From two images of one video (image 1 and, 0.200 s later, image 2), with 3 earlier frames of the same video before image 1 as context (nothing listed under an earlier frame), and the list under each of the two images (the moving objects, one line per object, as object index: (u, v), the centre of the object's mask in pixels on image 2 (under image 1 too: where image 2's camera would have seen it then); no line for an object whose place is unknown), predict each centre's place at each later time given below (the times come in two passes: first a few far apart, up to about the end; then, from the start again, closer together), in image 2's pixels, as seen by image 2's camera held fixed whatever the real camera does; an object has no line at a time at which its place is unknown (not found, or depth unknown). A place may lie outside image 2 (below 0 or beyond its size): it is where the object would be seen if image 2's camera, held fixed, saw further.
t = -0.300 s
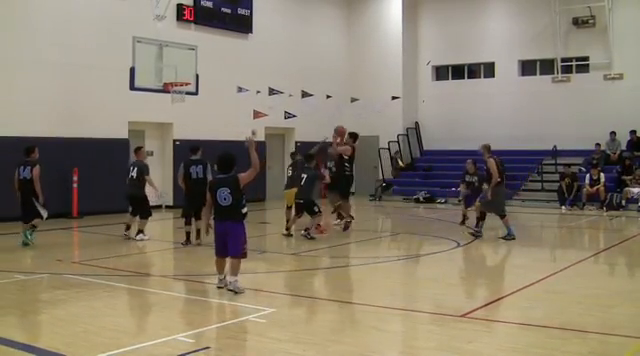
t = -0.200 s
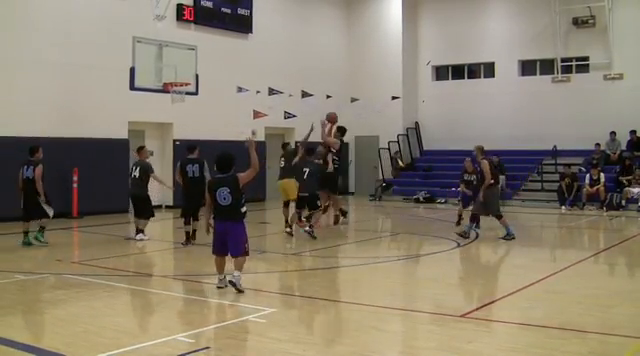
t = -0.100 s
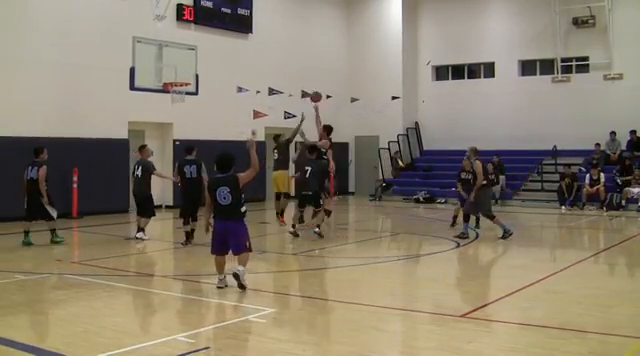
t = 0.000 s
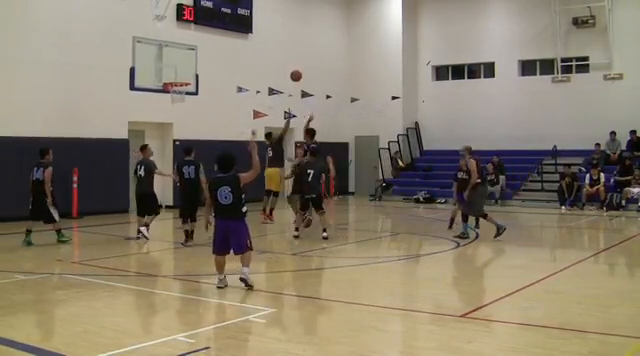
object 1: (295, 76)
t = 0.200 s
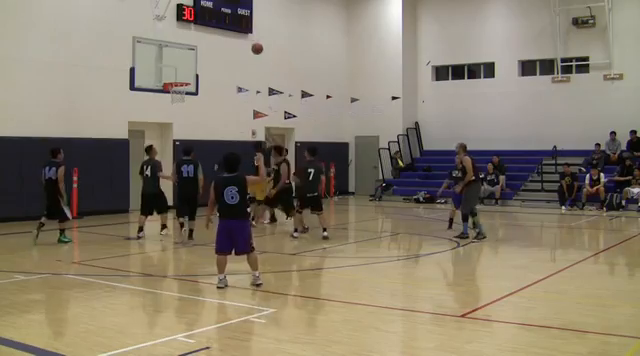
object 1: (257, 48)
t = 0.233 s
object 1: (250, 46)
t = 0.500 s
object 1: (201, 43)
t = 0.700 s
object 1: (165, 62)
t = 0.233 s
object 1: (250, 46)
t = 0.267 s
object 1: (244, 44)
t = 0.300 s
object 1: (238, 42)
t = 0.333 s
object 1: (232, 41)
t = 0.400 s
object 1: (219, 40)
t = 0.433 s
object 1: (213, 40)
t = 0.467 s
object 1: (207, 41)
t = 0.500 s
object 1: (201, 43)
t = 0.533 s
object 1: (195, 45)
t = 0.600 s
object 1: (183, 51)
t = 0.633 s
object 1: (177, 54)
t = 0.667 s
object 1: (171, 58)
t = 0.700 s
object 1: (165, 62)
